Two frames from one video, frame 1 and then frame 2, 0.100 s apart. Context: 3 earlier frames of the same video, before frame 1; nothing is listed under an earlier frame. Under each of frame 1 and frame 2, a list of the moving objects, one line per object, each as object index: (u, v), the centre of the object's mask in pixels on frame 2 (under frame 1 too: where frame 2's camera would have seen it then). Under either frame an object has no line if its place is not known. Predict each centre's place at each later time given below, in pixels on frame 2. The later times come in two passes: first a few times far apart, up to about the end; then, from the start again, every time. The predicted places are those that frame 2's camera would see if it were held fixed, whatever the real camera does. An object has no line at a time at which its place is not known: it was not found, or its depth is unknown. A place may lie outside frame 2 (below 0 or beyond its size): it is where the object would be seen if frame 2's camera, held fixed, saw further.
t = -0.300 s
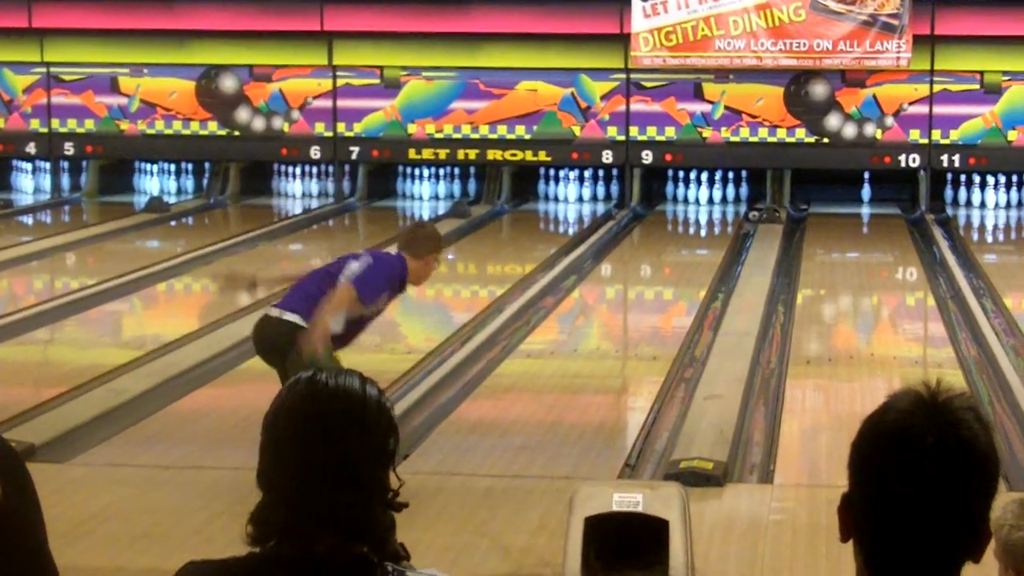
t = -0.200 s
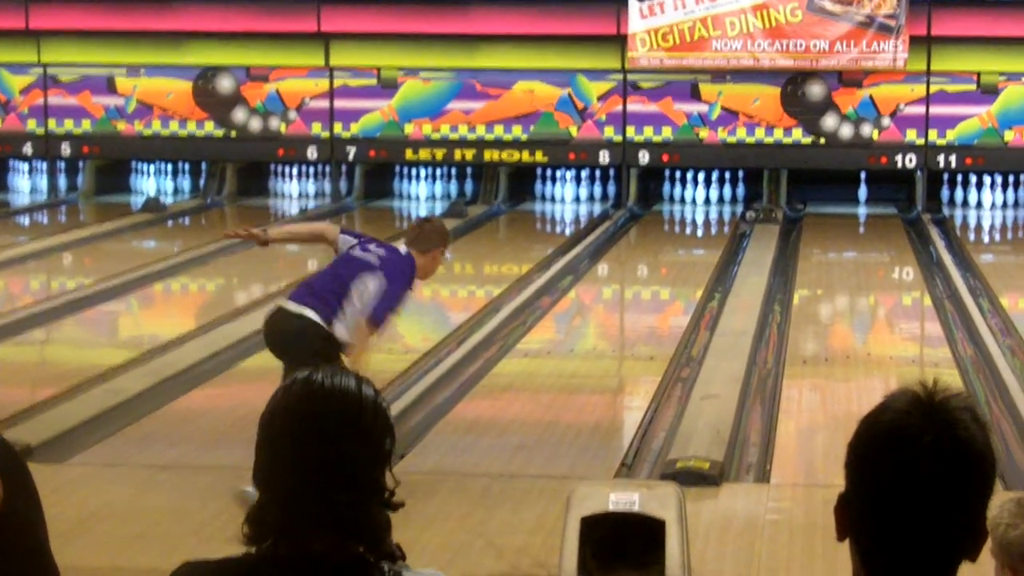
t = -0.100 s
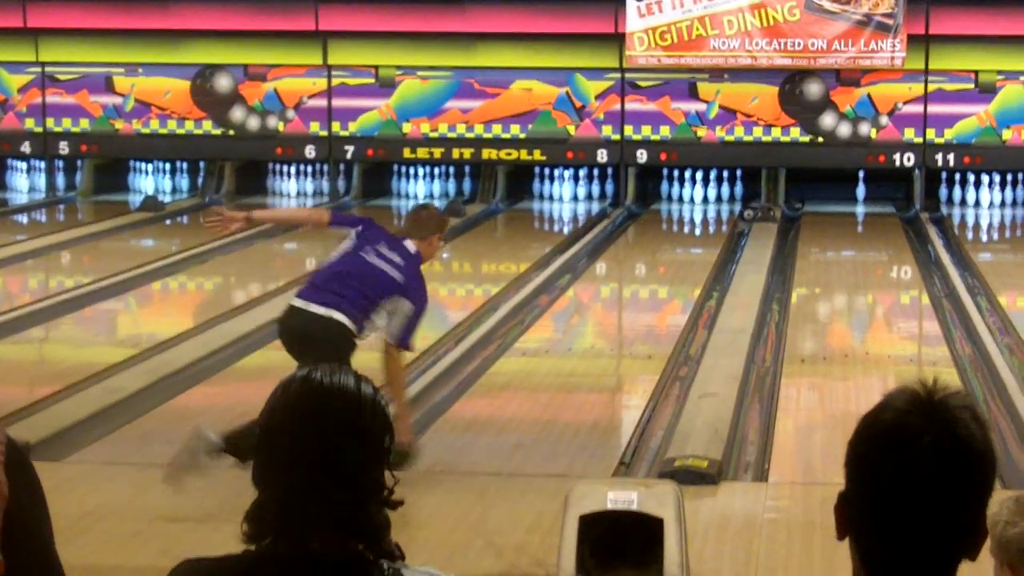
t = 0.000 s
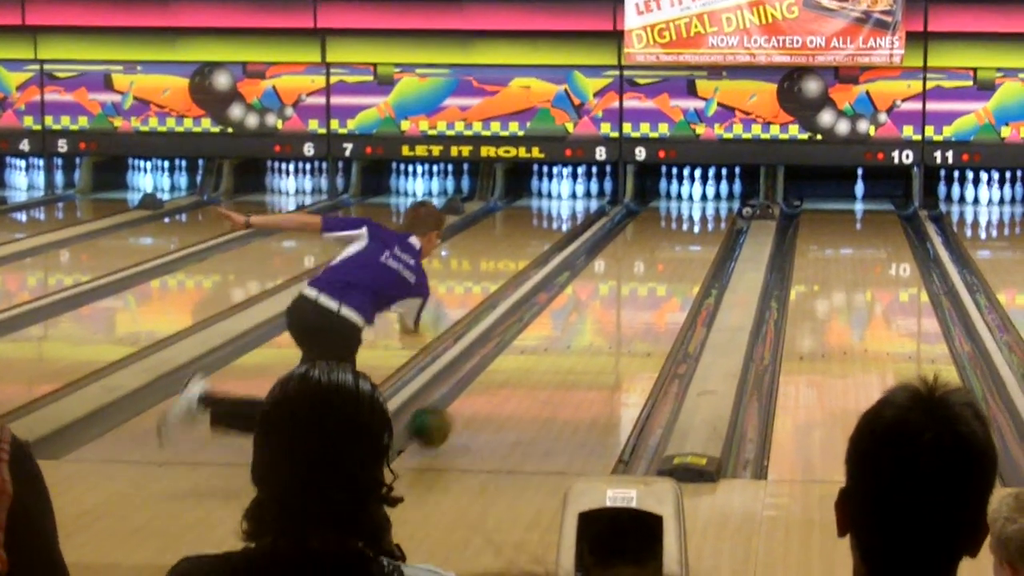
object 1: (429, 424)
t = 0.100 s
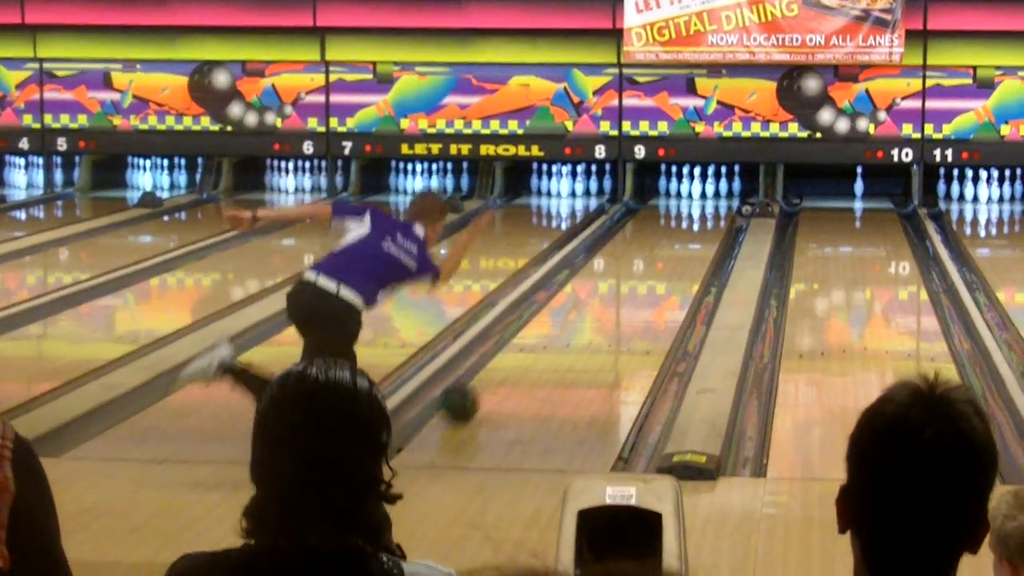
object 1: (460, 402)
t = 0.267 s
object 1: (500, 366)
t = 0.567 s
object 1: (556, 315)
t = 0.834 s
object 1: (593, 281)
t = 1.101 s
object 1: (619, 254)
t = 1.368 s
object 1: (639, 233)
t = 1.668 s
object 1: (655, 214)
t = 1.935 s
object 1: (664, 200)
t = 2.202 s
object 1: (667, 189)
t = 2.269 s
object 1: (664, 188)
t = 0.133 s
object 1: (469, 396)
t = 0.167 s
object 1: (477, 388)
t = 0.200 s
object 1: (485, 380)
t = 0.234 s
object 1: (493, 373)
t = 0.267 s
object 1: (500, 366)
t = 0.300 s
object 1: (508, 359)
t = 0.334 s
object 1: (514, 353)
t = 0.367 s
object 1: (521, 347)
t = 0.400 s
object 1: (528, 342)
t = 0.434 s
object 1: (534, 335)
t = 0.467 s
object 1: (540, 330)
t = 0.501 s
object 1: (545, 325)
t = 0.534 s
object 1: (551, 320)
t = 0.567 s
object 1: (556, 315)
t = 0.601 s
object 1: (561, 310)
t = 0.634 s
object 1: (567, 306)
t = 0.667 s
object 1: (571, 302)
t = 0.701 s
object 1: (576, 297)
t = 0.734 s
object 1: (580, 293)
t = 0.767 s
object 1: (585, 288)
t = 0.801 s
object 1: (589, 284)
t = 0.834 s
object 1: (593, 281)
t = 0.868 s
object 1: (596, 277)
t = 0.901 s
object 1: (600, 273)
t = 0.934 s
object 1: (603, 270)
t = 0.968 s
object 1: (606, 266)
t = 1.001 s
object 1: (610, 263)
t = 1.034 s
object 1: (613, 260)
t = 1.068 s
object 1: (616, 257)
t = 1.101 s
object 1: (619, 254)
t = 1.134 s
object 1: (622, 251)
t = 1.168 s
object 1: (624, 249)
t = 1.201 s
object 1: (627, 246)
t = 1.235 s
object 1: (630, 242)
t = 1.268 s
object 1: (633, 240)
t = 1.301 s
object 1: (634, 238)
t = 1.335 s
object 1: (636, 236)
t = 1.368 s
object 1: (639, 233)
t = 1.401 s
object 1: (642, 231)
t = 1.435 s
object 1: (644, 228)
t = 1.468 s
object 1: (646, 226)
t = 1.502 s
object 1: (645, 225)
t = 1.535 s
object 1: (651, 224)
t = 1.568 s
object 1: (652, 221)
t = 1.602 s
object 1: (654, 218)
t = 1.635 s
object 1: (655, 215)
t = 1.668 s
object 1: (655, 214)
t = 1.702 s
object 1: (658, 211)
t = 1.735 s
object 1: (658, 209)
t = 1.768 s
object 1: (661, 208)
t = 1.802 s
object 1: (661, 206)
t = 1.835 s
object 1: (661, 205)
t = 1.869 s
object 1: (662, 204)
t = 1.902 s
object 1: (665, 203)
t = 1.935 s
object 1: (664, 200)
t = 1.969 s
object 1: (664, 201)
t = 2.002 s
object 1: (665, 197)
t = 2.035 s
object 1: (666, 196)
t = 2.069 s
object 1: (666, 195)
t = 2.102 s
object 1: (667, 194)
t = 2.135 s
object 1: (667, 192)
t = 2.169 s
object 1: (666, 190)
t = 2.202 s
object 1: (667, 189)
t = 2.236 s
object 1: (665, 188)
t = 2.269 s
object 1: (664, 188)
